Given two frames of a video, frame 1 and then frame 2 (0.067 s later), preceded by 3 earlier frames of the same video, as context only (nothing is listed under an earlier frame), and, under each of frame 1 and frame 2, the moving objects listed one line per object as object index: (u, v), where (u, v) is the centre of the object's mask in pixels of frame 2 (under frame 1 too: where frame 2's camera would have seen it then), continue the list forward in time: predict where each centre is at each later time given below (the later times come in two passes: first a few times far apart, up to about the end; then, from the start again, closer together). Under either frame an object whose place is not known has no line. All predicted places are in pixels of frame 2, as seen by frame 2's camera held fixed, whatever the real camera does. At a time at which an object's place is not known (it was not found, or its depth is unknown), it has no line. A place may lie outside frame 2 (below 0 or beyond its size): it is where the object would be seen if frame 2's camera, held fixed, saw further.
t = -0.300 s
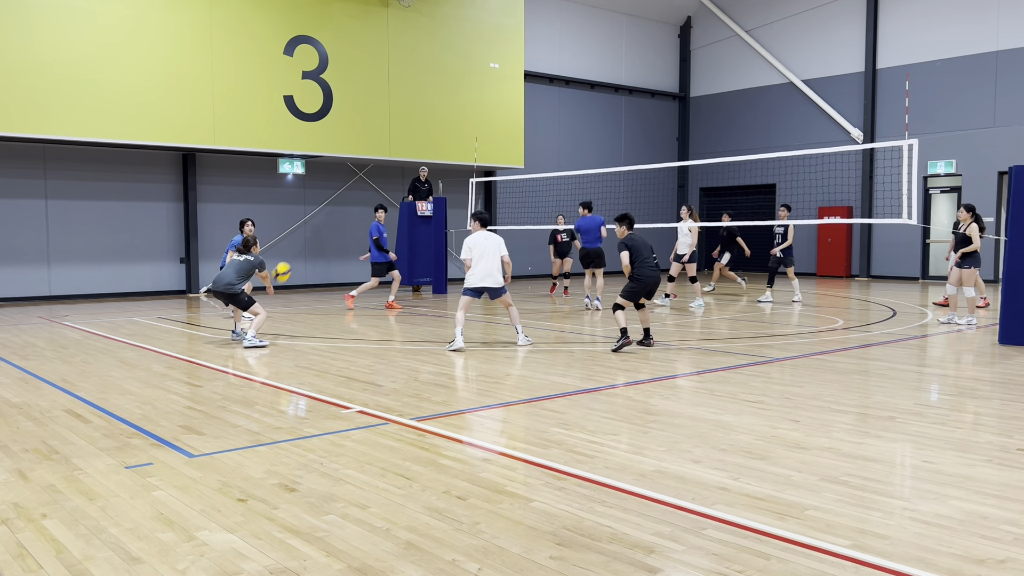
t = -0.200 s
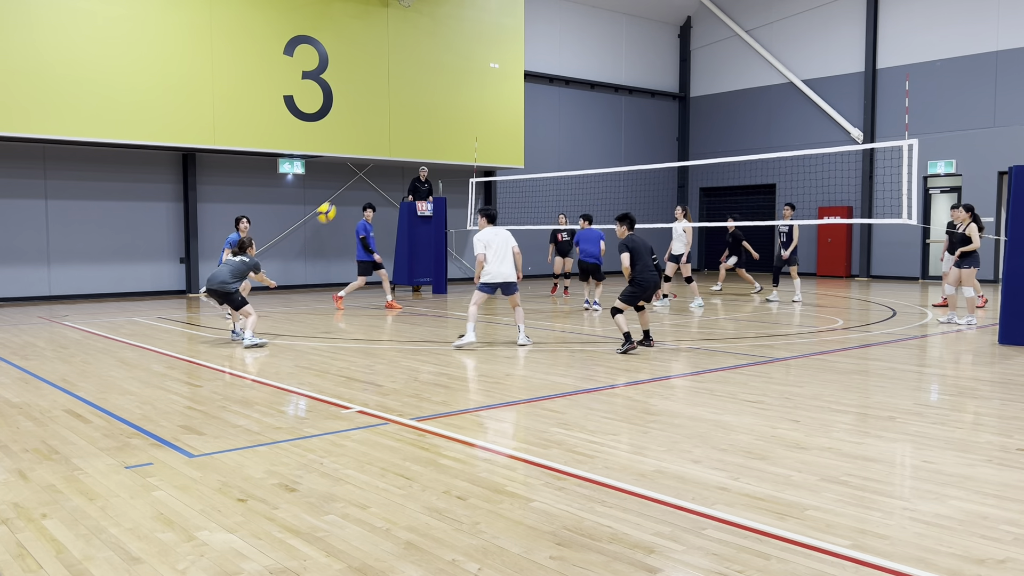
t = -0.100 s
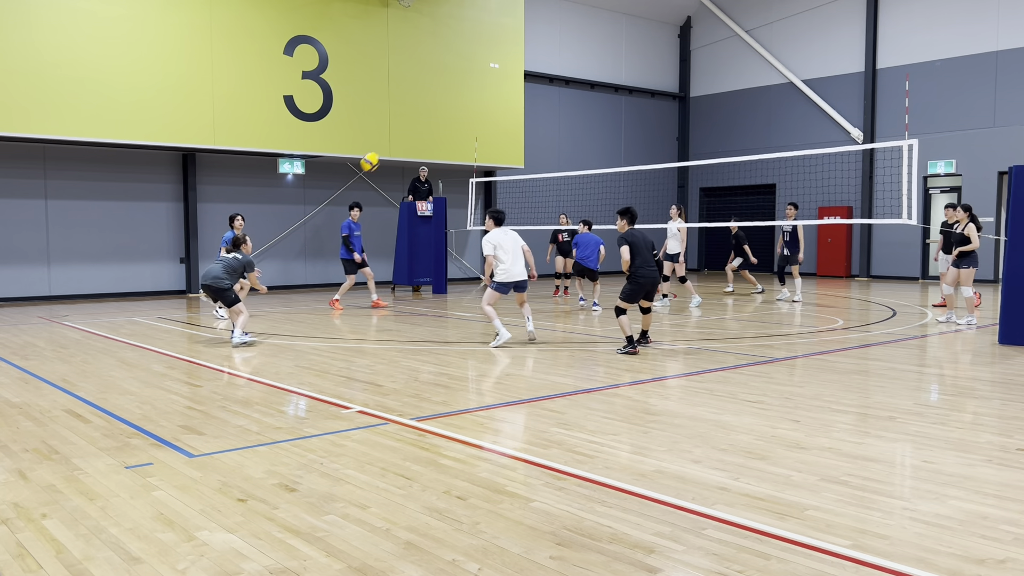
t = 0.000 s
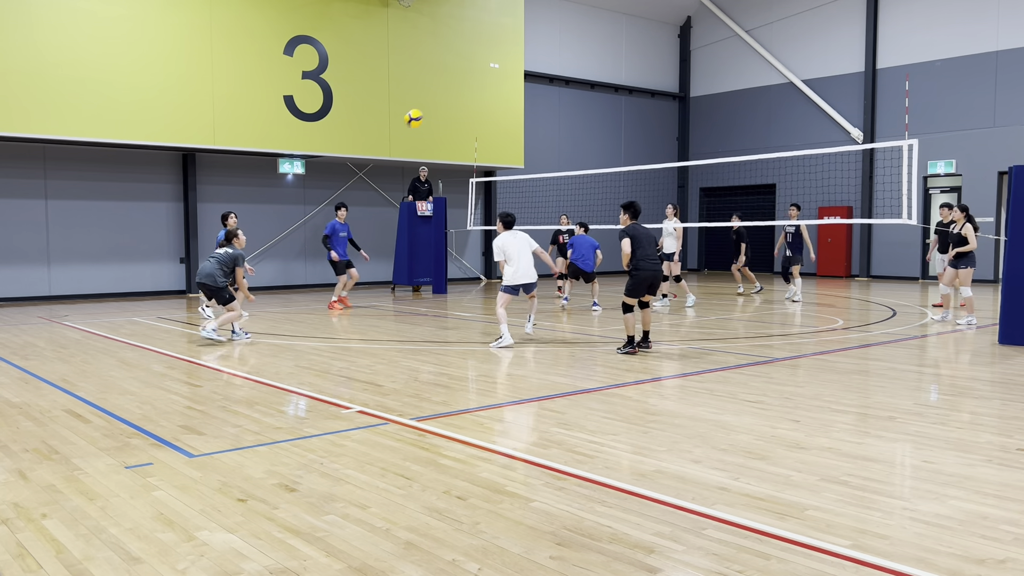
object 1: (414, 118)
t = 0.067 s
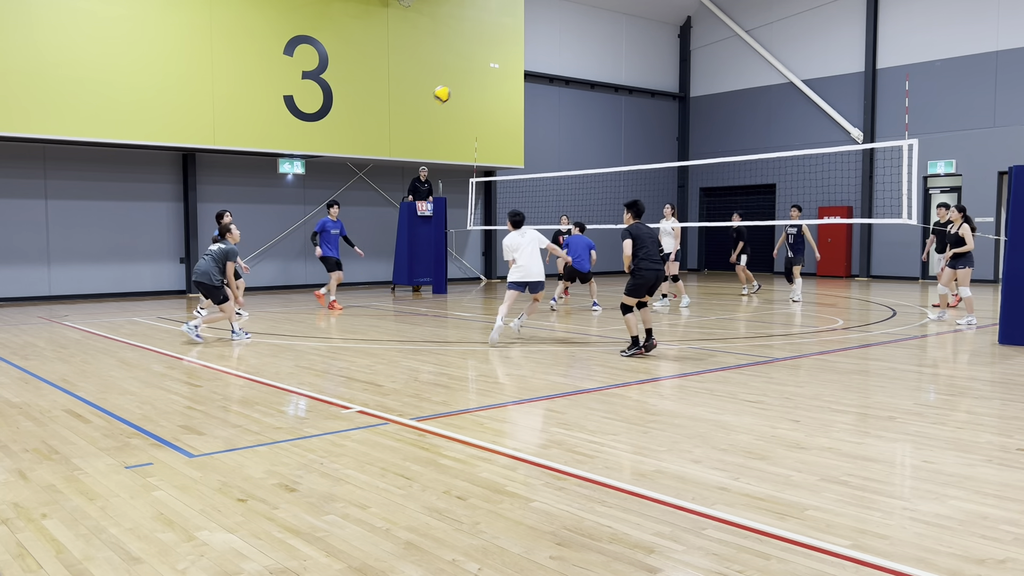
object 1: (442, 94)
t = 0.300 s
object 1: (541, 37)
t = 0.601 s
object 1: (667, 26)
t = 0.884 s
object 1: (782, 81)
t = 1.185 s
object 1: (897, 205)
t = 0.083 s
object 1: (449, 89)
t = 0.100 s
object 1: (456, 84)
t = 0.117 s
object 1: (464, 78)
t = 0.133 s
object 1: (470, 74)
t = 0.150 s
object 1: (478, 69)
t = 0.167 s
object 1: (485, 65)
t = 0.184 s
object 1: (491, 60)
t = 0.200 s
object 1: (499, 56)
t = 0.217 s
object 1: (506, 52)
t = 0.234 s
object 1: (513, 49)
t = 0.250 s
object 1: (520, 46)
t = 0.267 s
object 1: (527, 42)
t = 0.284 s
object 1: (534, 39)
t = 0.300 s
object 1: (541, 37)
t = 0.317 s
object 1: (548, 35)
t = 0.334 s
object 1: (555, 32)
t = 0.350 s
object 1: (562, 30)
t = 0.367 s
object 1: (569, 28)
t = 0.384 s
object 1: (576, 26)
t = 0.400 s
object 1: (583, 25)
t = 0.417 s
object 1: (590, 24)
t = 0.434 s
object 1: (597, 23)
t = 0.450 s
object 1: (604, 23)
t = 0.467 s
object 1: (611, 22)
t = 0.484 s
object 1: (618, 22)
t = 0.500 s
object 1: (625, 22)
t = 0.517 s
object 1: (631, 22)
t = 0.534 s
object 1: (639, 22)
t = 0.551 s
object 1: (646, 23)
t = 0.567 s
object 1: (653, 24)
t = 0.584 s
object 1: (659, 25)
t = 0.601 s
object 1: (667, 26)
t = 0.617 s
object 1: (674, 28)
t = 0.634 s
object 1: (681, 29)
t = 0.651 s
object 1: (687, 31)
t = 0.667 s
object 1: (693, 33)
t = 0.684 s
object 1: (701, 35)
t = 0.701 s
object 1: (708, 38)
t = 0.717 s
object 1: (714, 41)
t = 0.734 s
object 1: (721, 44)
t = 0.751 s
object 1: (728, 47)
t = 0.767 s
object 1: (735, 51)
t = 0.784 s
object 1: (742, 54)
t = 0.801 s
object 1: (749, 58)
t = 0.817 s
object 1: (755, 62)
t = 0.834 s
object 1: (762, 66)
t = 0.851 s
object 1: (769, 71)
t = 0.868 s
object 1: (776, 76)
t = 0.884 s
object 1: (782, 81)
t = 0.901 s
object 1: (789, 86)
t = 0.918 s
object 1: (796, 92)
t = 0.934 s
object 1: (801, 97)
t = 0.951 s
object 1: (808, 103)
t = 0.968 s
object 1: (815, 109)
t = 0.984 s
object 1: (821, 116)
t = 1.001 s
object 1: (828, 122)
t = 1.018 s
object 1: (834, 129)
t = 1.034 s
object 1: (841, 135)
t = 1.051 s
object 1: (847, 142)
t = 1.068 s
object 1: (854, 150)
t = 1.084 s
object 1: (861, 157)
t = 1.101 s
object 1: (867, 165)
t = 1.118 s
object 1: (873, 172)
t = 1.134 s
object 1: (879, 180)
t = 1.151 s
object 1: (885, 189)
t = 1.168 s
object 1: (891, 197)
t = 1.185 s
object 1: (897, 205)
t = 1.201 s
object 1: (904, 214)
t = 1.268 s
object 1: (929, 253)
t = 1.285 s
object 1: (934, 262)
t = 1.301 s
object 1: (940, 273)
